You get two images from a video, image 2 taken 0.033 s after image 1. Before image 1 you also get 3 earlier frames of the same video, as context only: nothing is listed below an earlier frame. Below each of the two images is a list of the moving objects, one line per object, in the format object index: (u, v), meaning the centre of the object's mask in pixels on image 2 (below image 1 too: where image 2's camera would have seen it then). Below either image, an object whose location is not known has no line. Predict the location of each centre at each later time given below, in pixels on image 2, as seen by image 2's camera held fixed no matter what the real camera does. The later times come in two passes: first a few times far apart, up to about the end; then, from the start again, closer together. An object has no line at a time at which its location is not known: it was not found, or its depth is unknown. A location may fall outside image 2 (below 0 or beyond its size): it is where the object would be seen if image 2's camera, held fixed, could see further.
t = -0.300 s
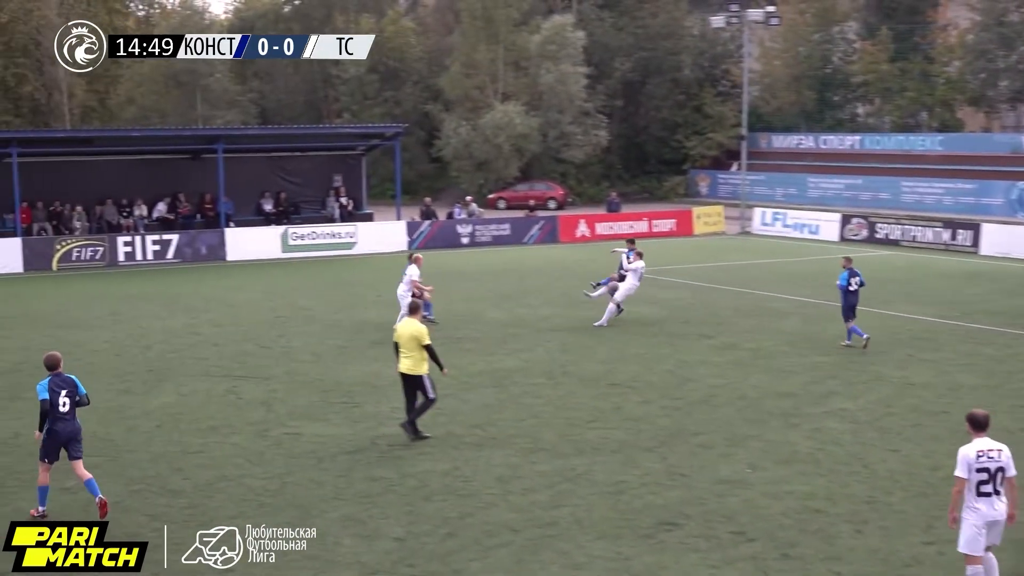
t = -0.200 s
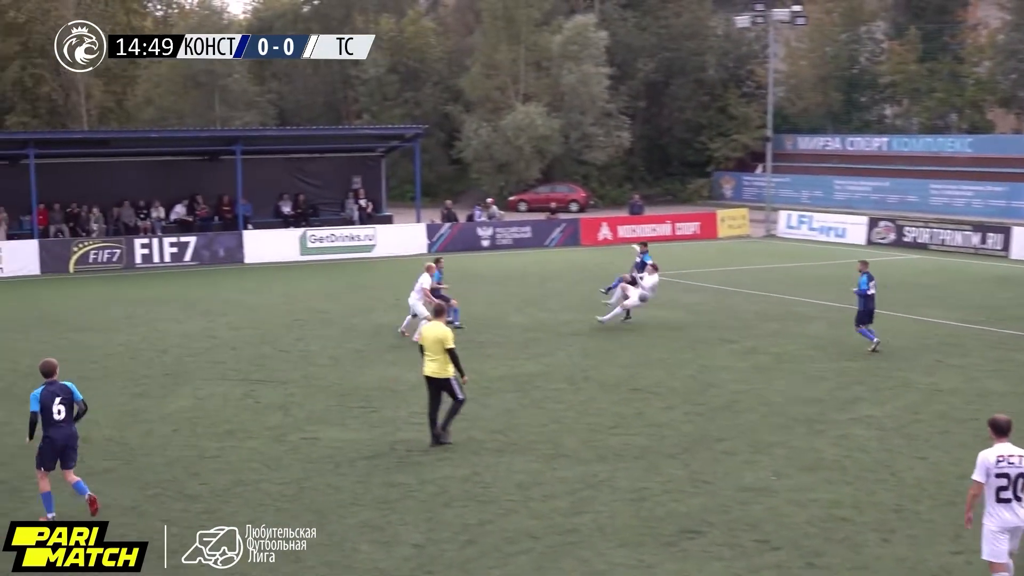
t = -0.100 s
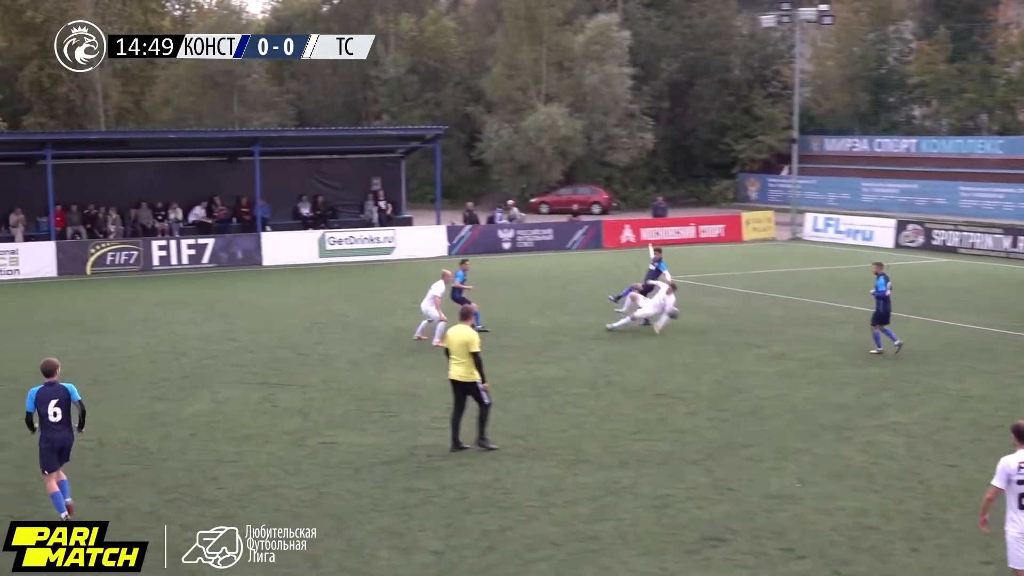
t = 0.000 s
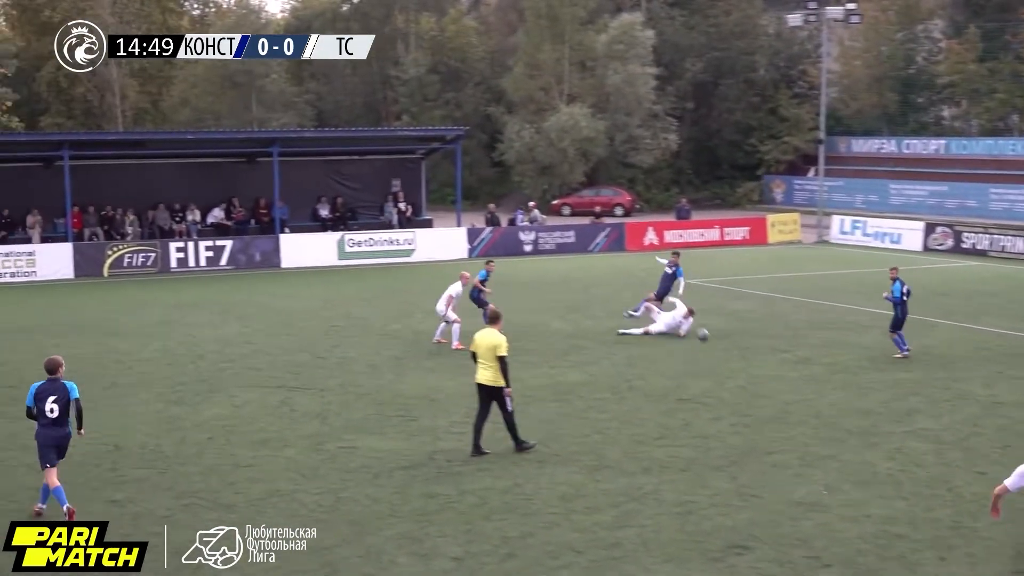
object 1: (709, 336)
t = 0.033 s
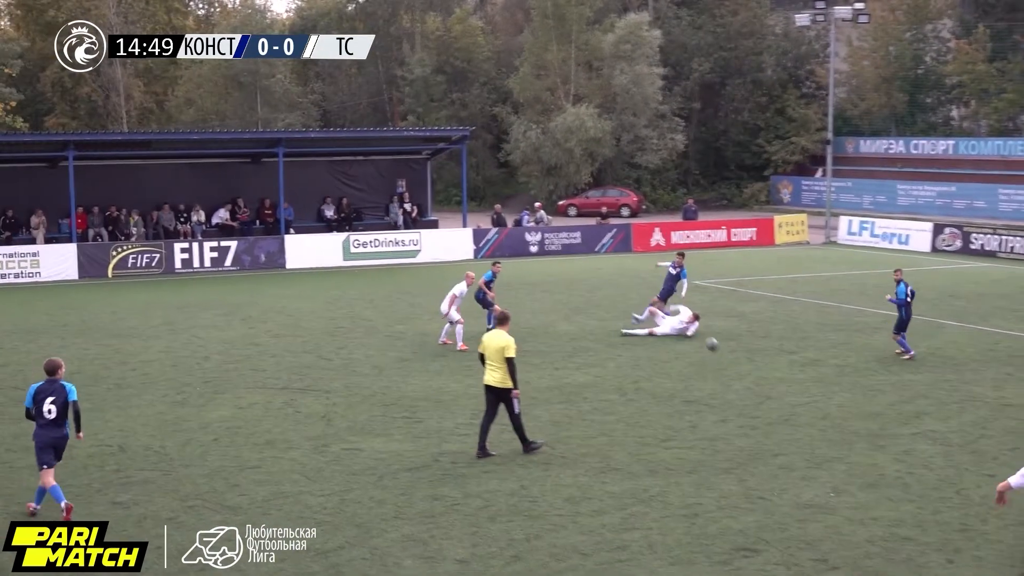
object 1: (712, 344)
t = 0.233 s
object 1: (724, 352)
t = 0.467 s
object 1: (738, 359)
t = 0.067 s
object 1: (714, 353)
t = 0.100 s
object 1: (716, 362)
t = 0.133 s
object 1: (719, 359)
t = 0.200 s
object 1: (722, 354)
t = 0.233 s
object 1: (724, 352)
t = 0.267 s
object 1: (726, 351)
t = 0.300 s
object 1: (728, 351)
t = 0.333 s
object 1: (730, 351)
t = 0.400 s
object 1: (734, 354)
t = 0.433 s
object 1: (736, 356)
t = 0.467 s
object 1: (738, 359)
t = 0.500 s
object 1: (740, 363)
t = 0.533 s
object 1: (743, 368)
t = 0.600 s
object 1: (748, 380)
